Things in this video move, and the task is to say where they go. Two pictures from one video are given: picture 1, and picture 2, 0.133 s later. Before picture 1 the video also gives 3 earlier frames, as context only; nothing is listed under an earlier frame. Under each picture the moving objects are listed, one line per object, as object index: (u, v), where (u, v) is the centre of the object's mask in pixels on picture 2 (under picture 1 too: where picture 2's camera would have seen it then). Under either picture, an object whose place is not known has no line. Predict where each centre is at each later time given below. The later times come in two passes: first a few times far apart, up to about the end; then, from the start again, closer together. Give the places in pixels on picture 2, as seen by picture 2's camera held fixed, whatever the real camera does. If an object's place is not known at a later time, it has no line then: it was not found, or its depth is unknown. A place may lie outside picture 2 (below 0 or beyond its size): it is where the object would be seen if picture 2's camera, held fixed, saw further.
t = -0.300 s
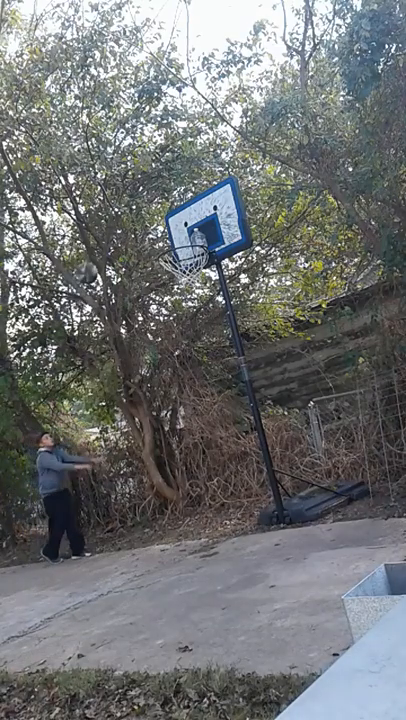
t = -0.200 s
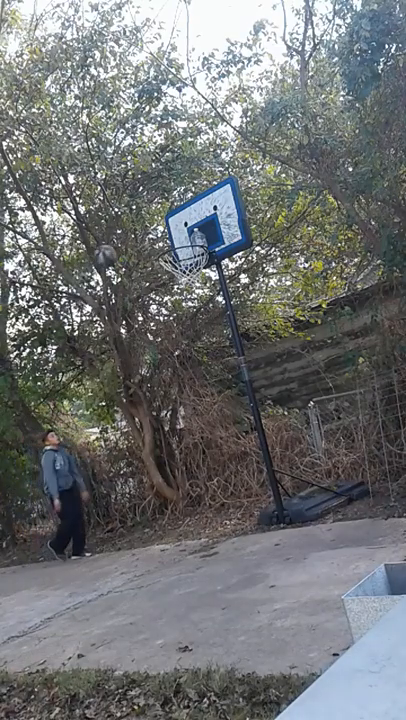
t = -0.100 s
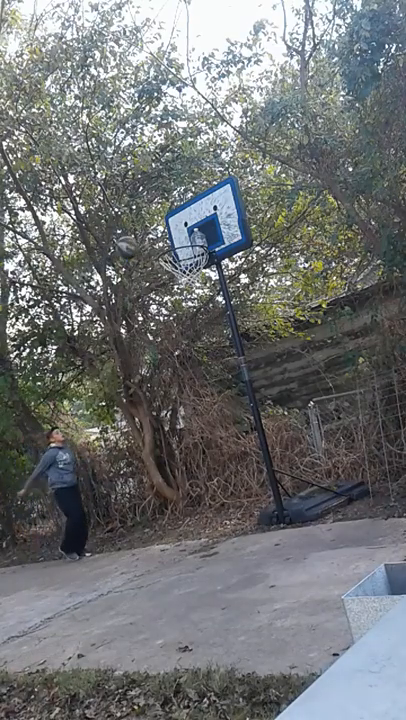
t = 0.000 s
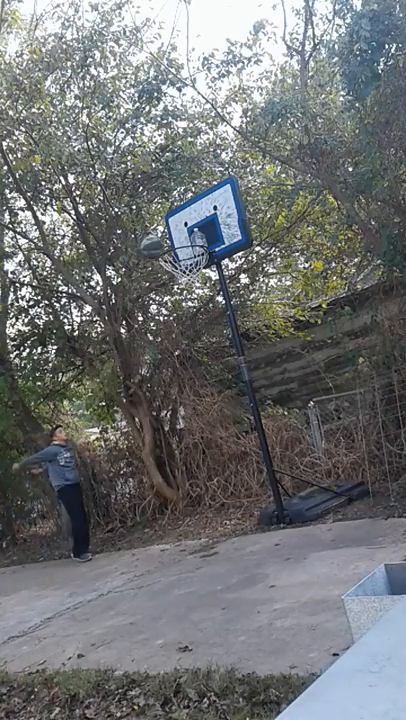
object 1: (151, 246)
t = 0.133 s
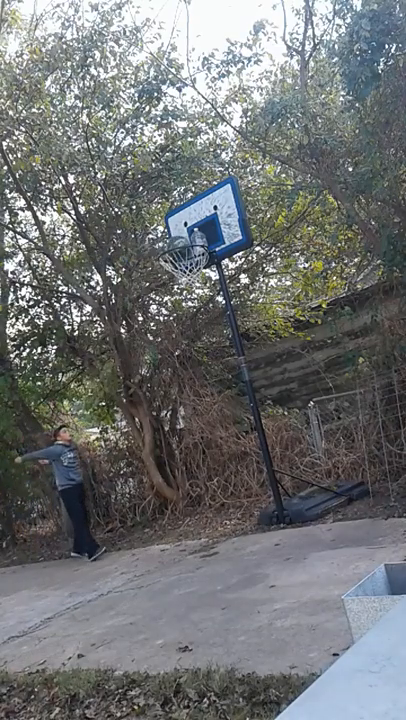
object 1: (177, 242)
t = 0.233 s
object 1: (168, 241)
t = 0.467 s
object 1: (151, 262)
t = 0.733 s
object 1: (146, 346)
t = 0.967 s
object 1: (160, 476)
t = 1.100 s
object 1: (164, 527)
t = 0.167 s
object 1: (175, 241)
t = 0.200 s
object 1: (172, 241)
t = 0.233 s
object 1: (168, 241)
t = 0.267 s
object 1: (164, 241)
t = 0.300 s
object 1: (161, 241)
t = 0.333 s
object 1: (158, 242)
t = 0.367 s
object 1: (158, 244)
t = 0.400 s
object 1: (155, 247)
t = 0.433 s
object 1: (152, 254)
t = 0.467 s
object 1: (151, 262)
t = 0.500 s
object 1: (150, 267)
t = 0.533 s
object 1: (150, 277)
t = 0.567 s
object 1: (148, 285)
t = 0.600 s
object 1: (147, 296)
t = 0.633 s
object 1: (146, 307)
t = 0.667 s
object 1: (146, 320)
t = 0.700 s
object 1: (146, 332)
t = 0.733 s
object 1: (146, 346)
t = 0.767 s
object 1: (147, 360)
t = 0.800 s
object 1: (148, 377)
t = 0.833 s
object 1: (149, 395)
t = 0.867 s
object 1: (151, 413)
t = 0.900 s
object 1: (153, 434)
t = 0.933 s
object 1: (156, 455)
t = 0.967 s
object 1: (160, 476)
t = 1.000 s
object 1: (163, 498)
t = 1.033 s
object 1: (166, 523)
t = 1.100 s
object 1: (164, 527)
